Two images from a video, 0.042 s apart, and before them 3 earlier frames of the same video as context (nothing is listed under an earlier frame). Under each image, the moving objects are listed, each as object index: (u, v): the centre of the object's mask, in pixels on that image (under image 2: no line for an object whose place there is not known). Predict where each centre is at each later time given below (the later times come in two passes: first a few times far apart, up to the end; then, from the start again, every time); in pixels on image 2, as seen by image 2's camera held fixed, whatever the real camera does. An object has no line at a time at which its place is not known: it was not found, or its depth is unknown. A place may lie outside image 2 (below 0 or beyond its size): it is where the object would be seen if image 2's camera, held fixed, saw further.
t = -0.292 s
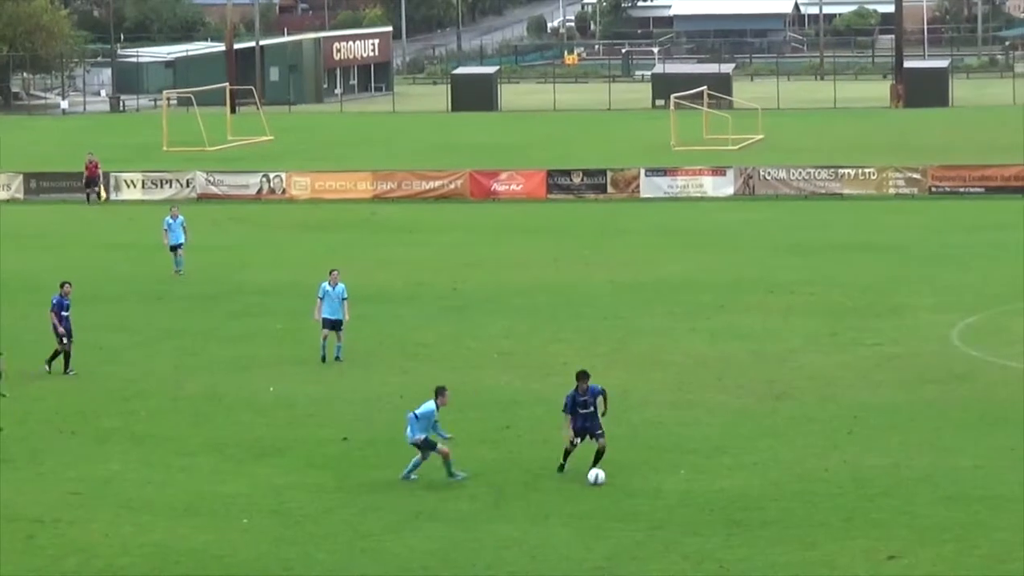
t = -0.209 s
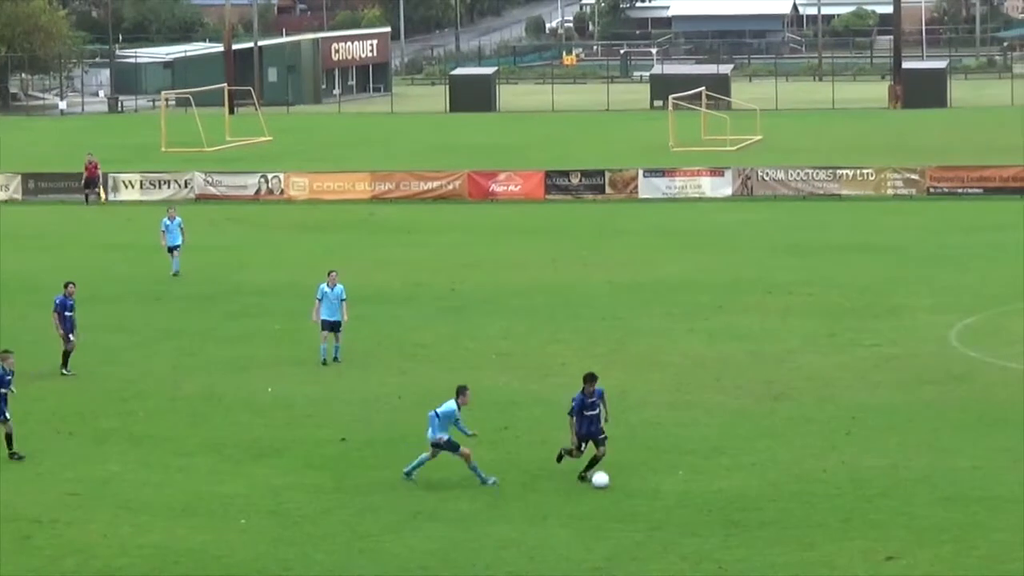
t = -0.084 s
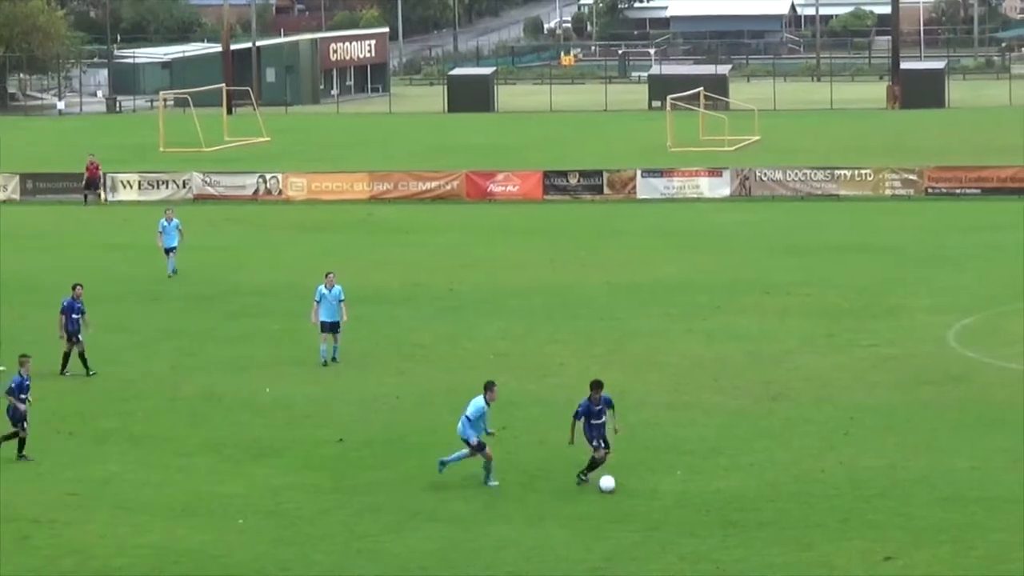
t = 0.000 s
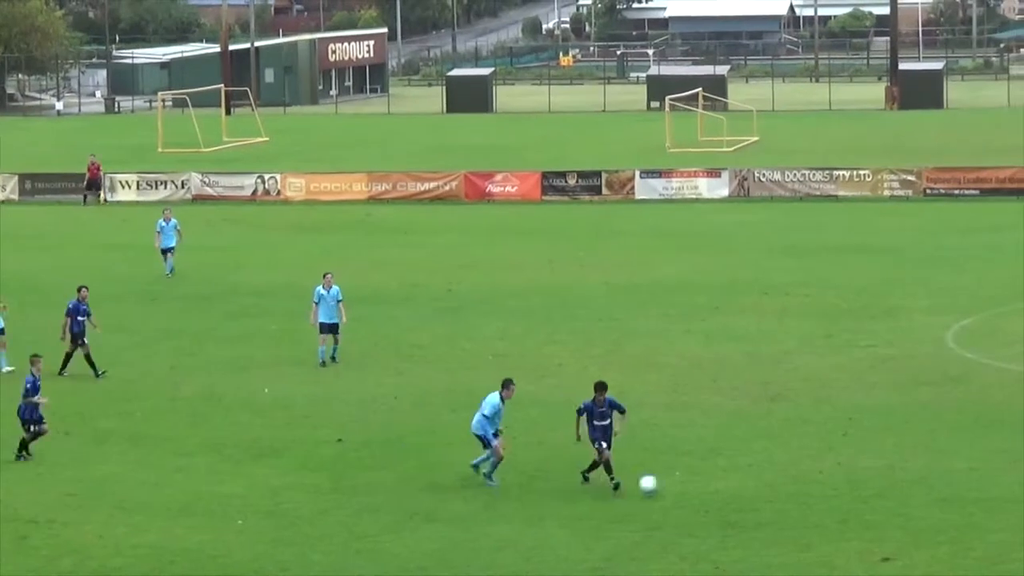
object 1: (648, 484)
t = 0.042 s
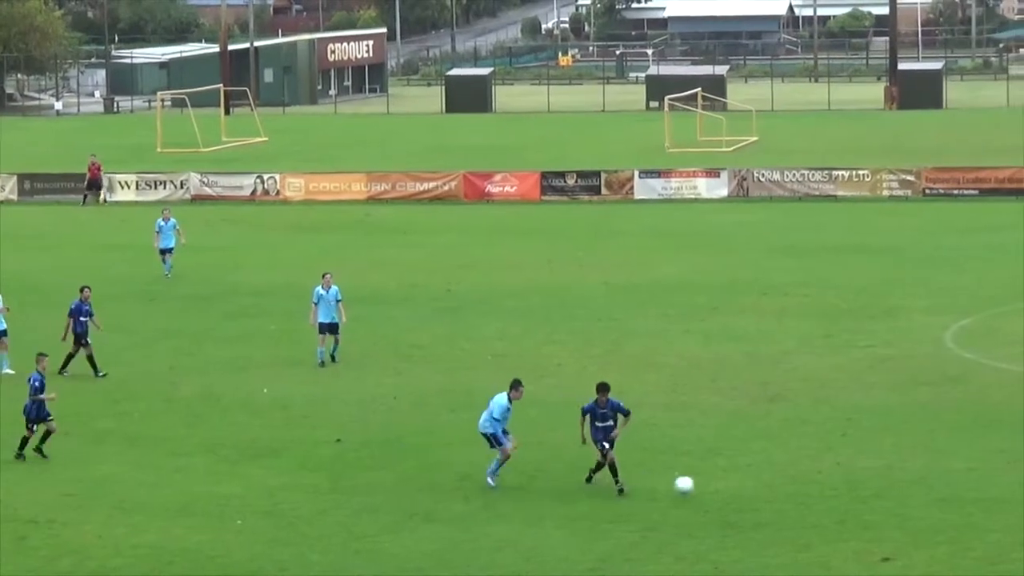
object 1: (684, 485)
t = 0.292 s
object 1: (903, 500)
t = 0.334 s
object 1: (940, 503)
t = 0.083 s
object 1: (720, 487)
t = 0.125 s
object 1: (757, 489)
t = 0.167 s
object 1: (794, 494)
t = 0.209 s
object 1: (832, 499)
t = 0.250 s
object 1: (868, 500)
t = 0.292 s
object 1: (903, 500)
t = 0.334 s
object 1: (940, 503)
